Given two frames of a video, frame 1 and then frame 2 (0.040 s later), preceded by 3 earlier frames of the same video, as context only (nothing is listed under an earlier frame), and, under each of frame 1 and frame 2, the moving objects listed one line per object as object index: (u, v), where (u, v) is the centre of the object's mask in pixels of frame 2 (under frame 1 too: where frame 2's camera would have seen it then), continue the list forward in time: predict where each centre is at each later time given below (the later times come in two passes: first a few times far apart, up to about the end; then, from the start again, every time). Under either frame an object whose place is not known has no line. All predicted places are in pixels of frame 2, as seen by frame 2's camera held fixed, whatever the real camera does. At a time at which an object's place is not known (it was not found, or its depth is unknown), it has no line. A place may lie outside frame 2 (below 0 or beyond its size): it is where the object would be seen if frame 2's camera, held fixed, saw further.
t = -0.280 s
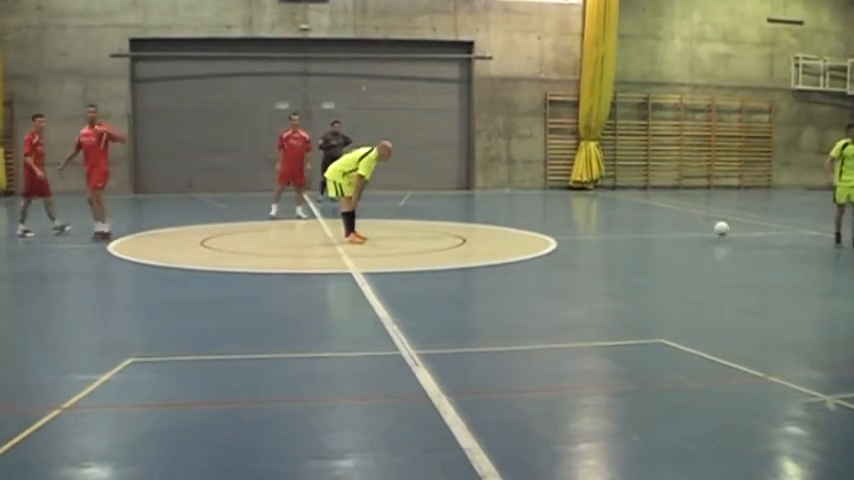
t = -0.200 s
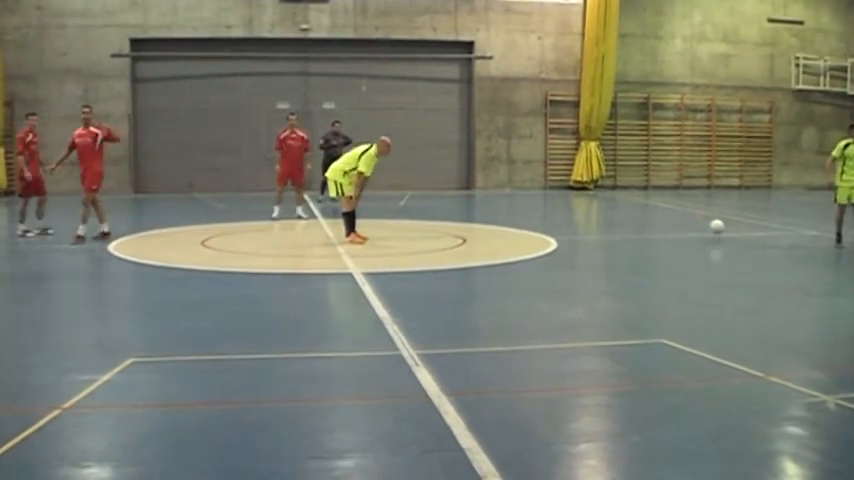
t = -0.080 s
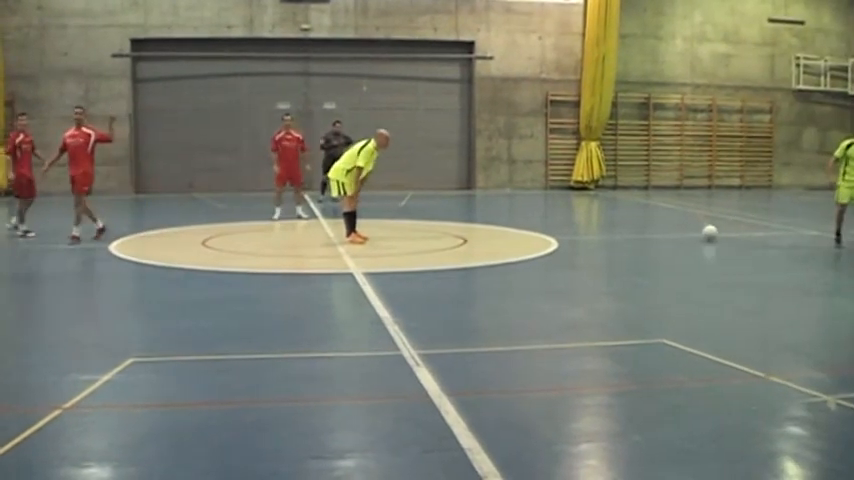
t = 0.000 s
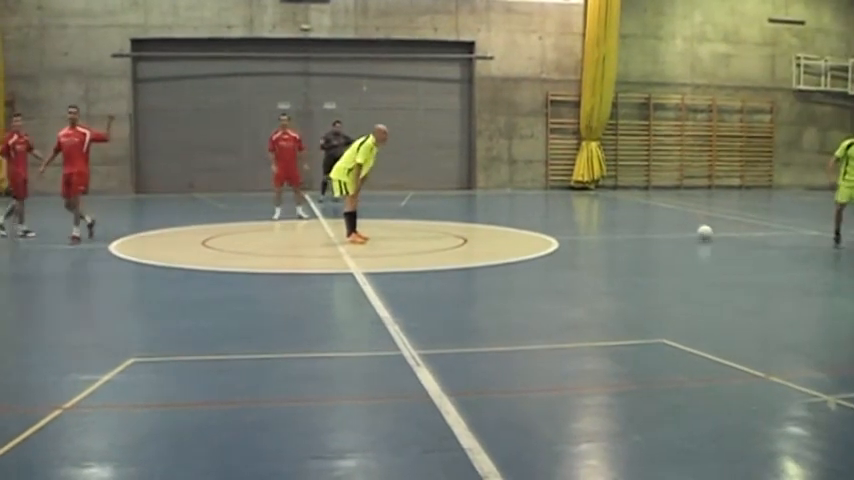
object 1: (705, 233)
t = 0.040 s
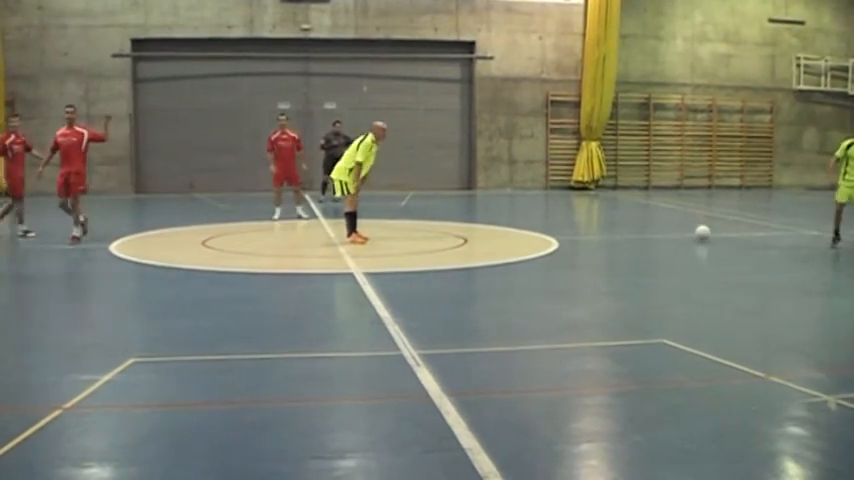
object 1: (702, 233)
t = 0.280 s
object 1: (686, 235)
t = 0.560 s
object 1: (667, 235)
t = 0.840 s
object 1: (649, 236)
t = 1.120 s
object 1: (629, 237)
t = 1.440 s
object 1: (608, 238)
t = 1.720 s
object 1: (588, 239)
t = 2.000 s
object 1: (568, 241)
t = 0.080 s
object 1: (699, 233)
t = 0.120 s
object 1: (697, 234)
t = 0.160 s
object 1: (694, 234)
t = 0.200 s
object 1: (692, 234)
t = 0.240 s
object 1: (689, 235)
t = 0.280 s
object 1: (686, 235)
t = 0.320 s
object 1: (684, 235)
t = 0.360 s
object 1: (681, 235)
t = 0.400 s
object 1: (678, 235)
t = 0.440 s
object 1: (676, 235)
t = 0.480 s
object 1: (673, 235)
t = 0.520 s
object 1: (670, 235)
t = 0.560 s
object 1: (667, 235)
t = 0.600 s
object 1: (665, 235)
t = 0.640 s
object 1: (662, 235)
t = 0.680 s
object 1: (660, 236)
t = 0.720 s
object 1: (657, 236)
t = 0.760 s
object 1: (654, 236)
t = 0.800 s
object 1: (652, 236)
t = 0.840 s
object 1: (649, 236)
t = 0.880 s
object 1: (646, 237)
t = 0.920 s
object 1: (643, 236)
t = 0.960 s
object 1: (640, 237)
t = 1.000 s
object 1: (637, 237)
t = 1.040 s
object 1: (635, 237)
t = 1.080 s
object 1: (632, 237)
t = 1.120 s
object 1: (629, 237)
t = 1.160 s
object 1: (627, 237)
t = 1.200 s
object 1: (624, 237)
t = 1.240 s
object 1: (621, 237)
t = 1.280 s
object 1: (618, 237)
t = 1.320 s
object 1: (616, 238)
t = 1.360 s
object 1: (613, 238)
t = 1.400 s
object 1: (610, 238)
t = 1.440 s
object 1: (608, 238)
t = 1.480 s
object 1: (604, 238)
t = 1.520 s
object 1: (601, 238)
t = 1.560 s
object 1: (599, 239)
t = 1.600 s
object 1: (596, 239)
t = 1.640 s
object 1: (594, 239)
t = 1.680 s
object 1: (591, 239)
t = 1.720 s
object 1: (588, 239)
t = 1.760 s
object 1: (585, 239)
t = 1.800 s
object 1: (582, 240)
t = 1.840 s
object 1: (580, 240)
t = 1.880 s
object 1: (577, 240)
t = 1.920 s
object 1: (574, 240)
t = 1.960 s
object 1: (571, 241)
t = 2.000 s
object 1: (568, 241)
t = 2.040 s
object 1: (565, 241)
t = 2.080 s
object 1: (563, 241)
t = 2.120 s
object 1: (560, 241)
